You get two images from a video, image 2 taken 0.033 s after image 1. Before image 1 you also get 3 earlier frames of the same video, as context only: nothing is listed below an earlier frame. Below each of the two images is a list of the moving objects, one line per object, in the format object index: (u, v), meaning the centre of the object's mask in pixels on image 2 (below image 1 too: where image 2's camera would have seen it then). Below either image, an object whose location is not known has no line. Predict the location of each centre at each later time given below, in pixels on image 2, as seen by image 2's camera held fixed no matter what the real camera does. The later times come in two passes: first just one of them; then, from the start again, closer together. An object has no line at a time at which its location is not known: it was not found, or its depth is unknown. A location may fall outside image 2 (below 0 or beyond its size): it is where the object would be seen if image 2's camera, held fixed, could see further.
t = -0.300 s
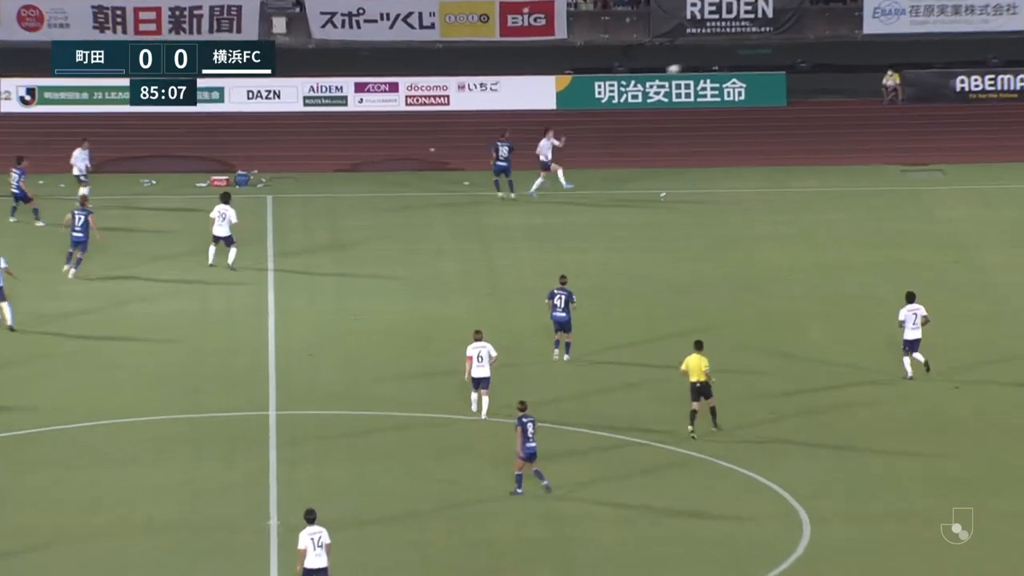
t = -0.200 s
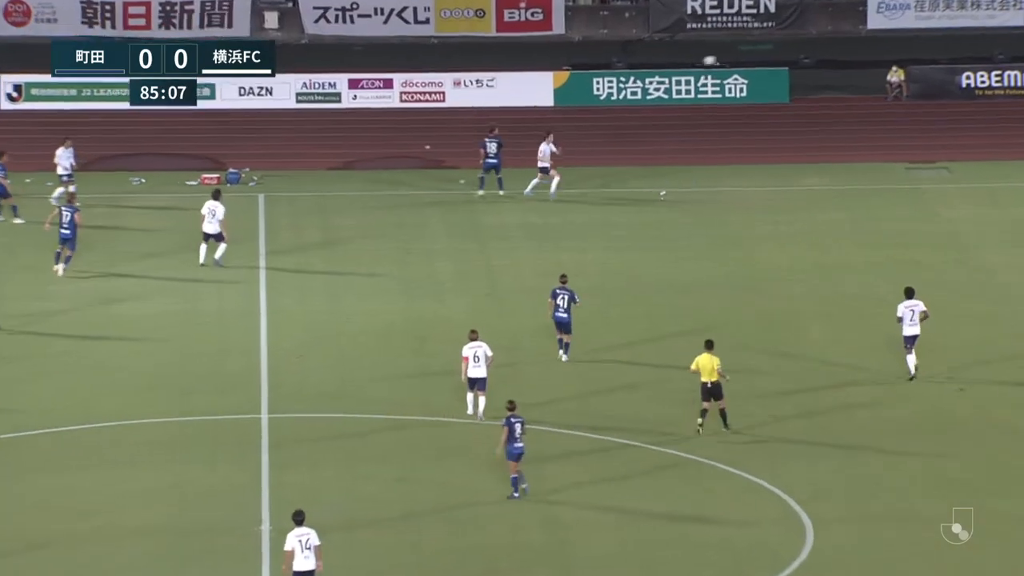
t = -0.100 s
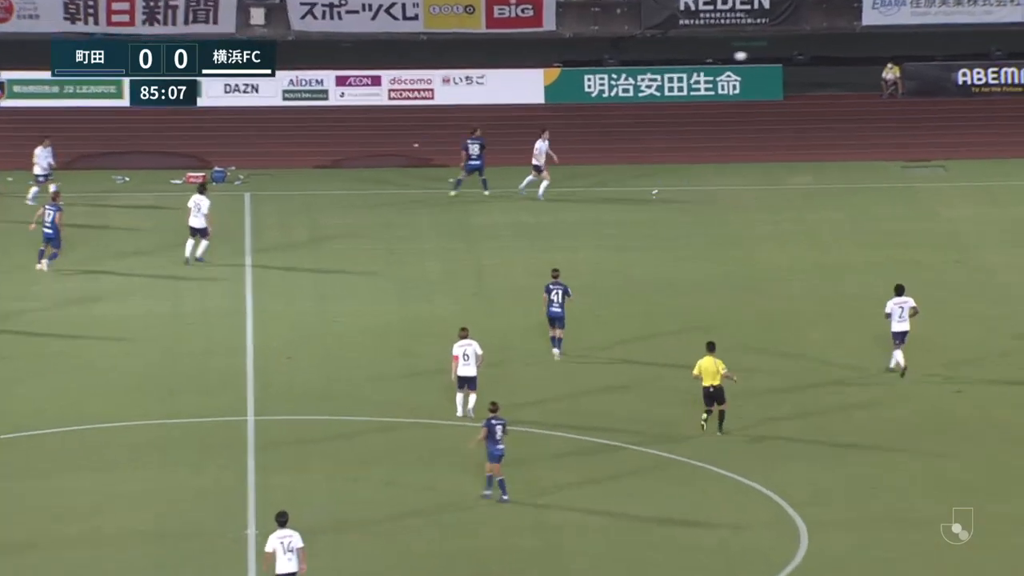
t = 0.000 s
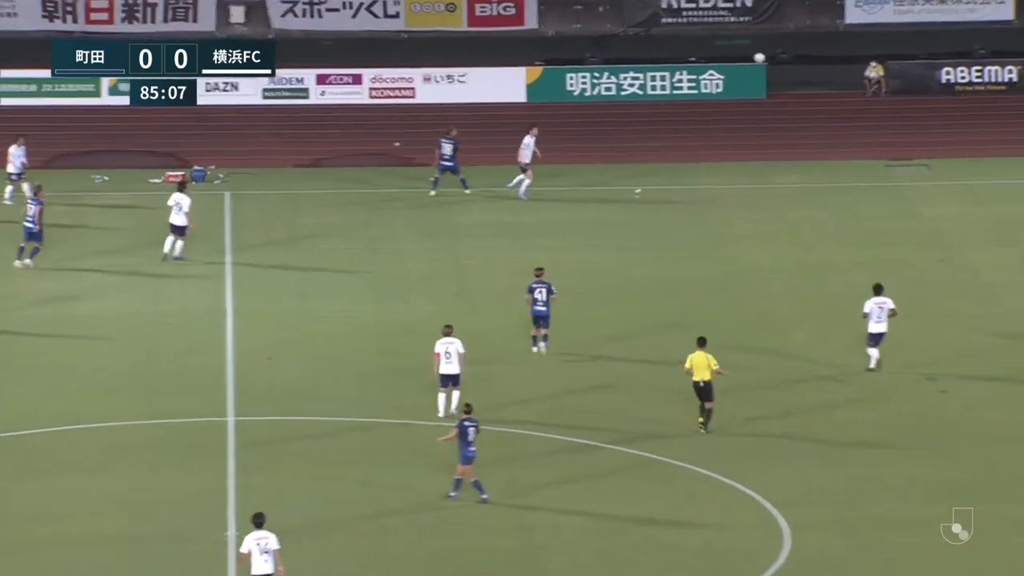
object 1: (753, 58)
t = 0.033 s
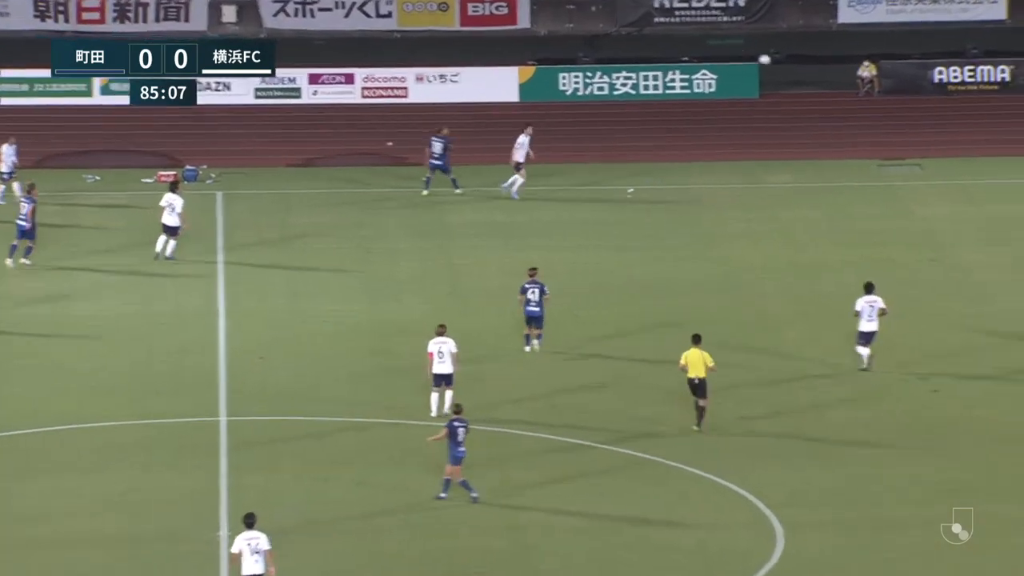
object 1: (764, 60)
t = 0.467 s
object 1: (917, 126)
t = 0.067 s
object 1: (775, 62)
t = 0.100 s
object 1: (785, 65)
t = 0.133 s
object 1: (795, 69)
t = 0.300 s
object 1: (853, 91)
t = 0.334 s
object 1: (867, 97)
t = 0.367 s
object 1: (880, 104)
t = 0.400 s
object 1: (893, 110)
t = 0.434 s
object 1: (905, 117)
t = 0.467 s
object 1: (917, 126)
